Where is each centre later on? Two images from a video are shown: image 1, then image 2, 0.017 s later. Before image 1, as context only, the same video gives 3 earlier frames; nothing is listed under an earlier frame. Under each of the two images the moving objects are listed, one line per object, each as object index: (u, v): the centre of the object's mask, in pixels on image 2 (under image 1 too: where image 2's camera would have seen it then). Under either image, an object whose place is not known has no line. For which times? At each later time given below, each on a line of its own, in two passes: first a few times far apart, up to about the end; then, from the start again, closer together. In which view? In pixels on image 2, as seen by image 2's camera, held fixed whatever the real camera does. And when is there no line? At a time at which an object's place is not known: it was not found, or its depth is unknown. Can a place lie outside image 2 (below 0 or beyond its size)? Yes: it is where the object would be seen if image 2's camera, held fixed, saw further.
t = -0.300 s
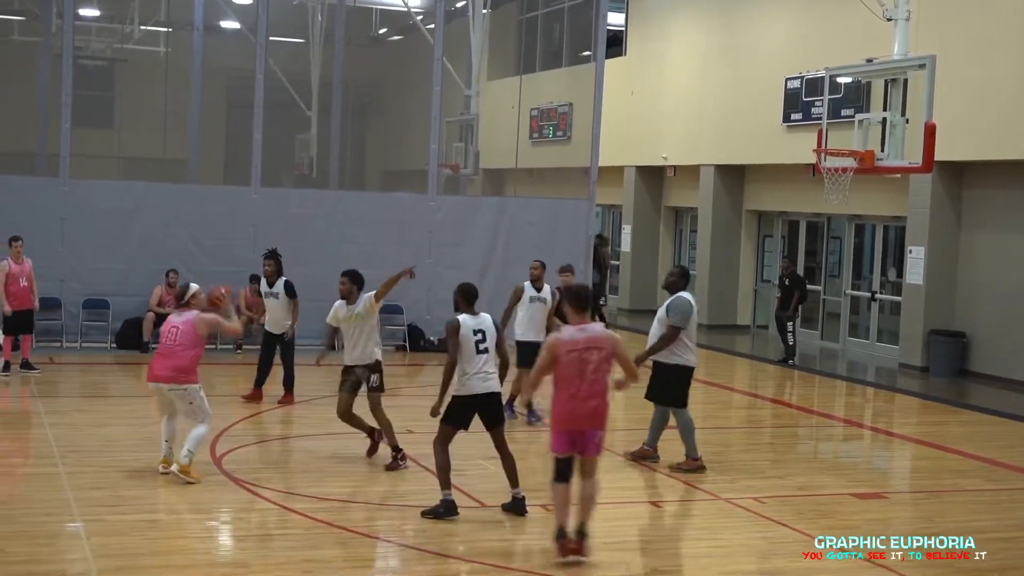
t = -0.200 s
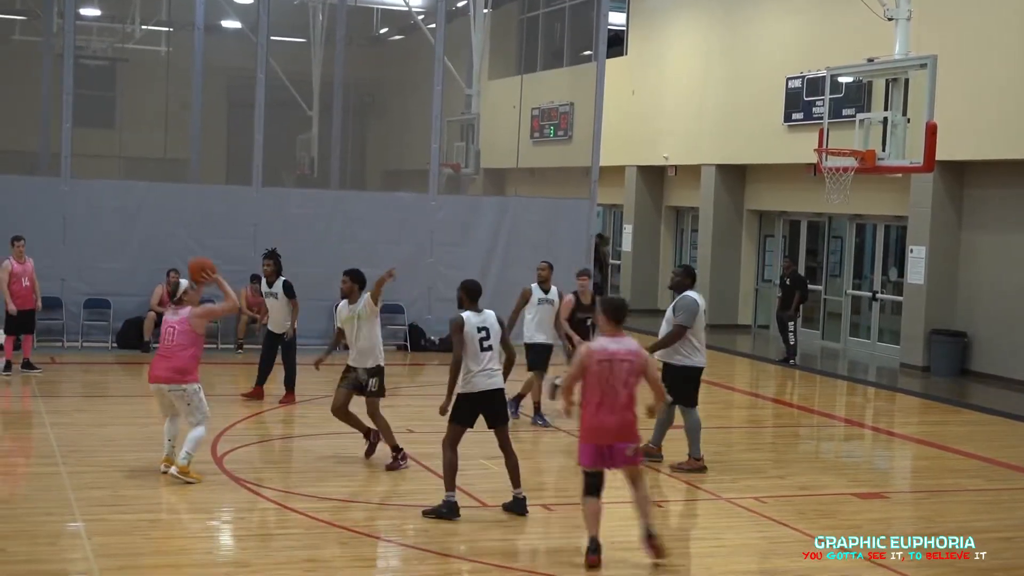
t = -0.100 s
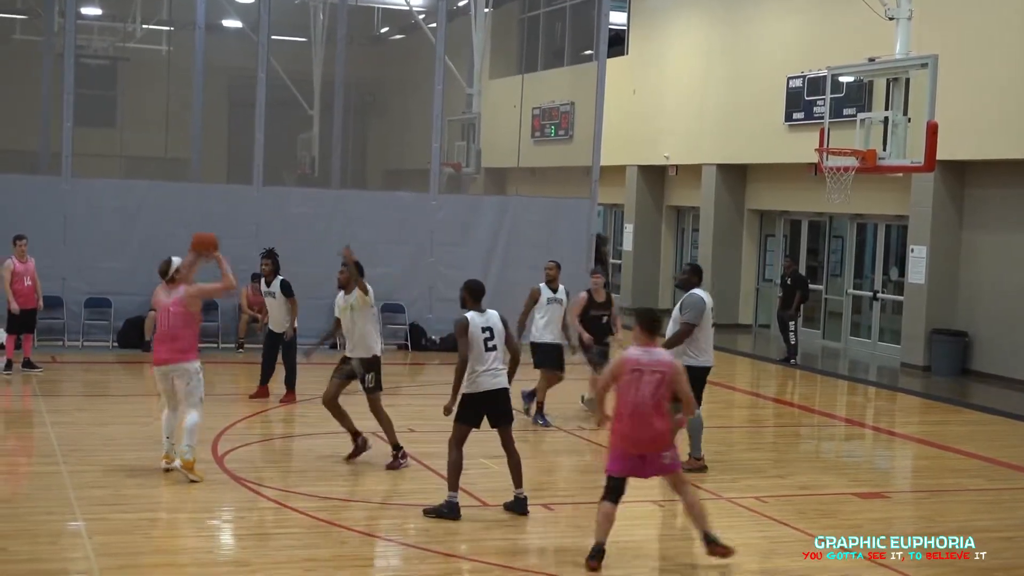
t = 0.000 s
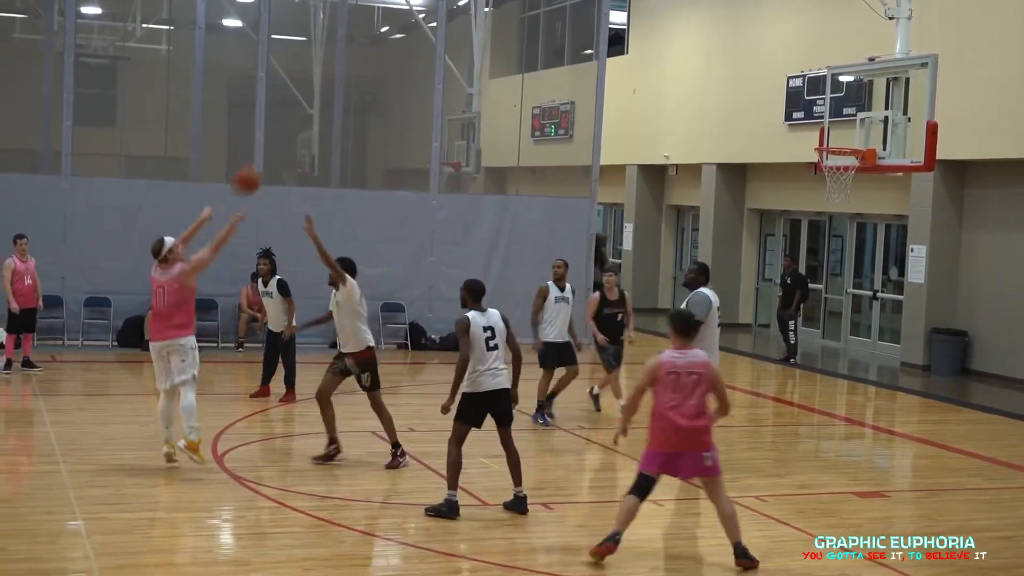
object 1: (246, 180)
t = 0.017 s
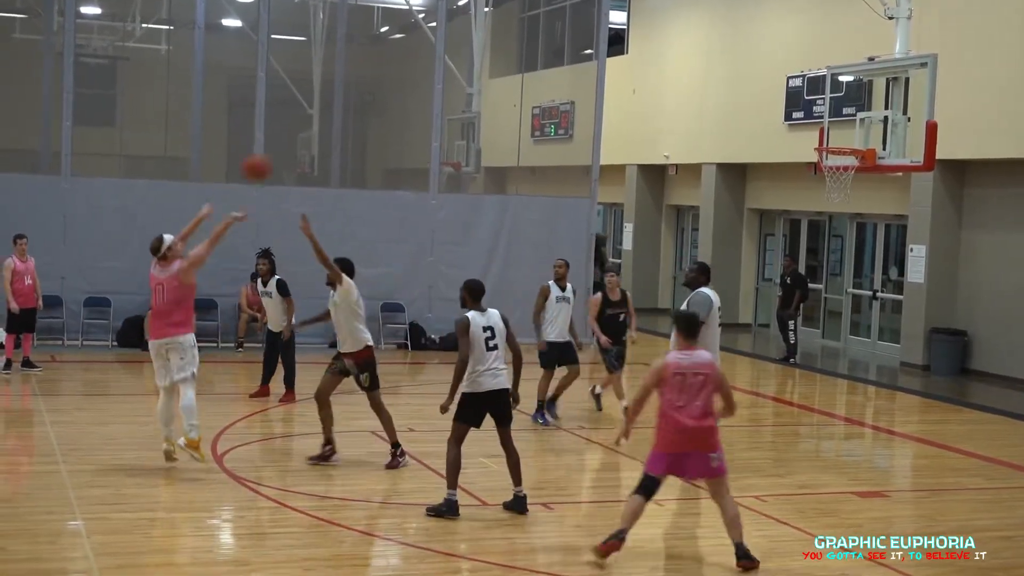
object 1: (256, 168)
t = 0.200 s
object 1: (363, 61)
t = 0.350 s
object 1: (446, 6)
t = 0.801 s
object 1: (665, -12)
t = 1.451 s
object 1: (879, 214)
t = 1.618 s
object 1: (897, 277)
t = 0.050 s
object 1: (277, 145)
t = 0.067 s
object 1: (287, 134)
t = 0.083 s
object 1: (297, 124)
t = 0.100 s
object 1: (306, 115)
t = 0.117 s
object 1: (315, 105)
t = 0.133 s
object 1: (325, 96)
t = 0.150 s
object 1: (334, 87)
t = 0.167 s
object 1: (344, 79)
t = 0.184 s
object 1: (356, 71)
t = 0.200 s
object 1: (363, 61)
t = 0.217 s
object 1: (373, 56)
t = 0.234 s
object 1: (381, 49)
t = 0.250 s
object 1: (390, 41)
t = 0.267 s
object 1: (400, 33)
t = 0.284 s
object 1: (409, 28)
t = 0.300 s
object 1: (418, 22)
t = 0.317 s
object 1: (427, 17)
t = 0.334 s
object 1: (436, 11)
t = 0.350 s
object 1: (446, 6)
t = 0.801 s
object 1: (665, -12)
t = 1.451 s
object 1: (879, 214)
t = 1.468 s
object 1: (882, 220)
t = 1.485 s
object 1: (882, 224)
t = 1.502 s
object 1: (885, 232)
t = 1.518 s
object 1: (889, 237)
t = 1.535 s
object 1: (889, 242)
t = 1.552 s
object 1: (892, 249)
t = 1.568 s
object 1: (894, 255)
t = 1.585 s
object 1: (895, 262)
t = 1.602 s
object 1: (896, 270)
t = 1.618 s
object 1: (897, 277)
